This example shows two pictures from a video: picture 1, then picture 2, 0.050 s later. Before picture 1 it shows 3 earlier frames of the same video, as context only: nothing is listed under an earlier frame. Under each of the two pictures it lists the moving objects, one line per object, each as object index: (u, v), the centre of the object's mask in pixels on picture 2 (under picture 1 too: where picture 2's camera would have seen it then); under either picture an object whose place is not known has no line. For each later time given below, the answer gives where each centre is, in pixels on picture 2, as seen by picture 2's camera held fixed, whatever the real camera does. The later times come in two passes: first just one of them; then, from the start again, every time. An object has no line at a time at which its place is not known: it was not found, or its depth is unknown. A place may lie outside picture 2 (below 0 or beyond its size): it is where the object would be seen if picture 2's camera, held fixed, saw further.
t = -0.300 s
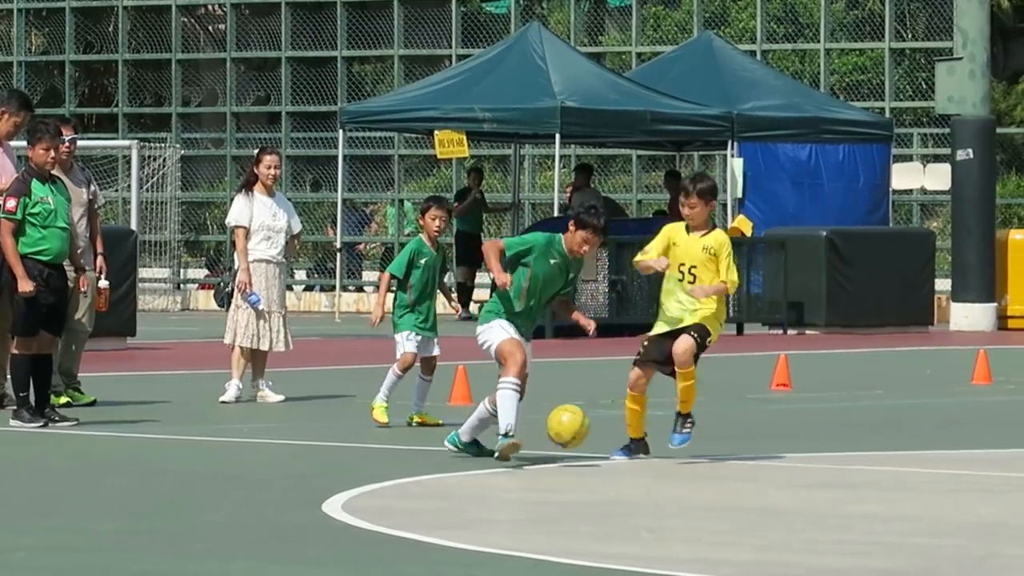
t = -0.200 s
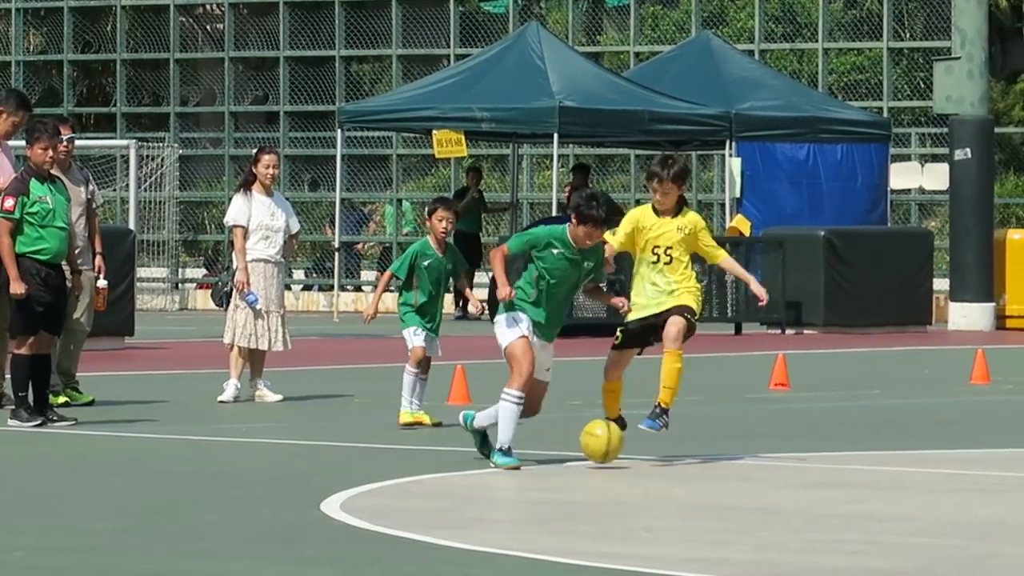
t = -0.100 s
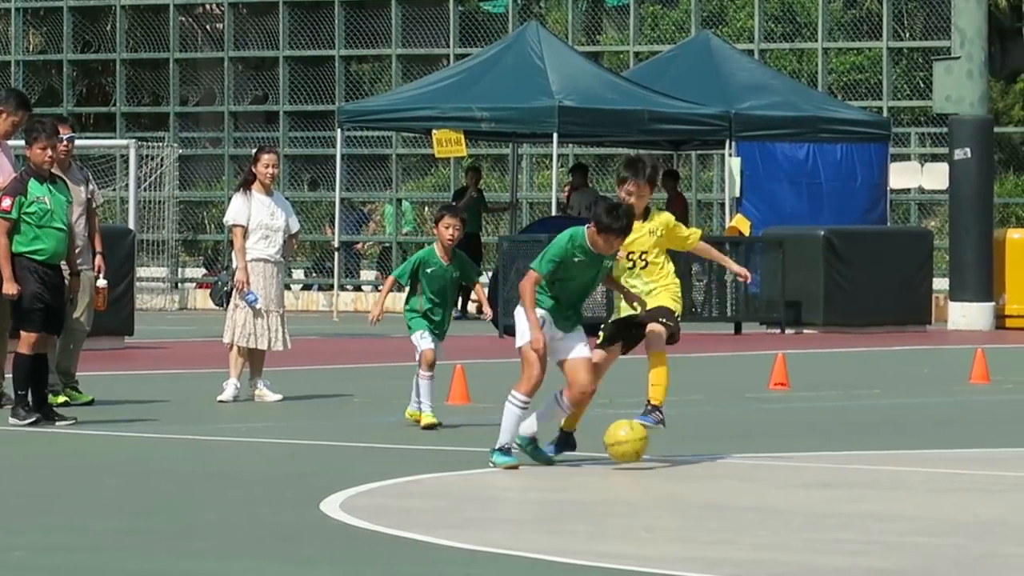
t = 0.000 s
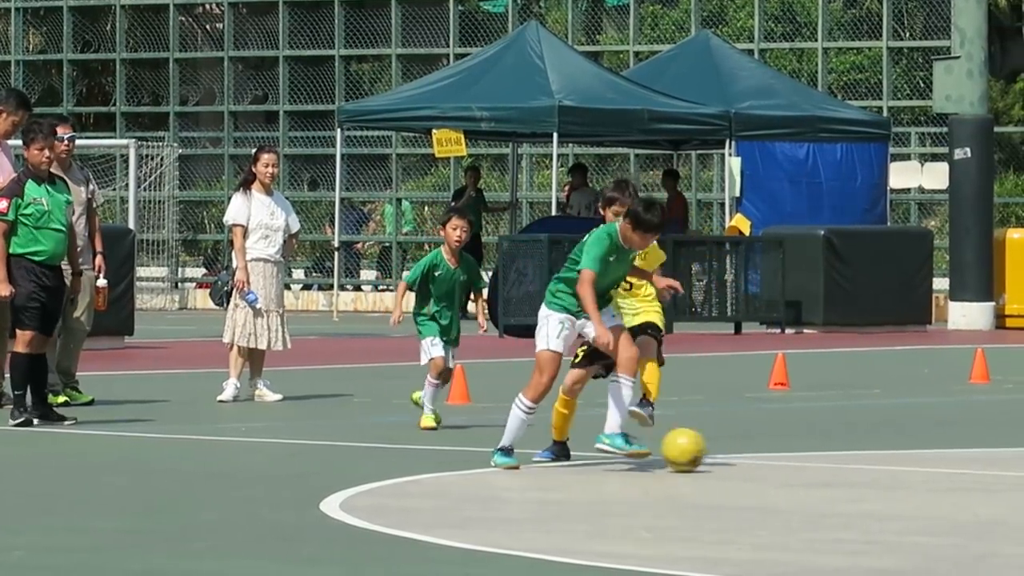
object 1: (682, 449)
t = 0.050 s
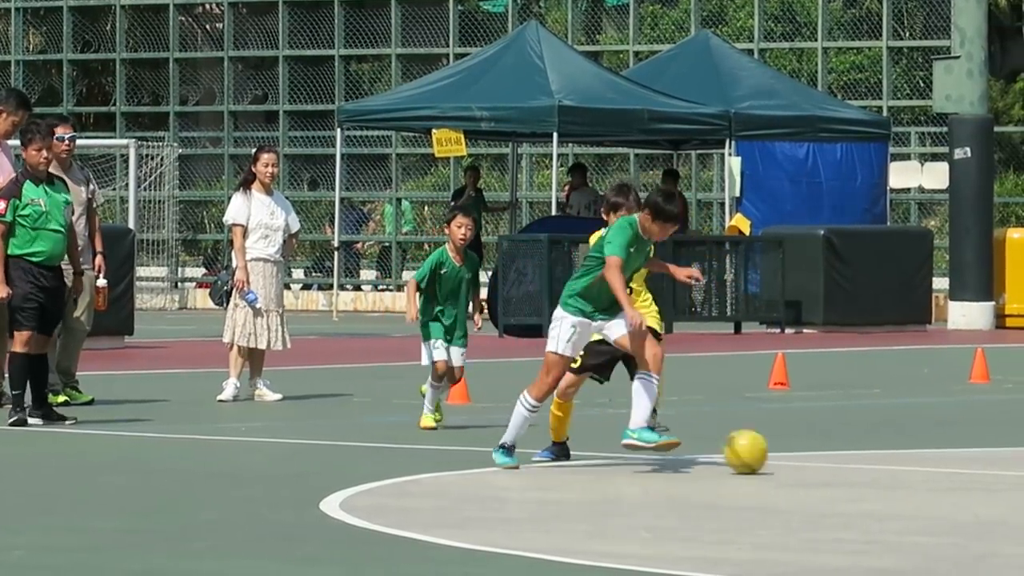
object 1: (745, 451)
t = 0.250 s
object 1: (971, 459)
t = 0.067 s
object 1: (765, 452)
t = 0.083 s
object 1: (785, 452)
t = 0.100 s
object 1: (805, 453)
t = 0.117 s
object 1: (824, 454)
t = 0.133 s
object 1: (843, 454)
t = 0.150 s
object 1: (863, 455)
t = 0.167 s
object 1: (881, 455)
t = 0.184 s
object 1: (899, 456)
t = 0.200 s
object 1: (917, 457)
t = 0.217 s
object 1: (935, 458)
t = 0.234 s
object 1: (954, 459)
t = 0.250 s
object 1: (971, 459)
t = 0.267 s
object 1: (987, 458)
